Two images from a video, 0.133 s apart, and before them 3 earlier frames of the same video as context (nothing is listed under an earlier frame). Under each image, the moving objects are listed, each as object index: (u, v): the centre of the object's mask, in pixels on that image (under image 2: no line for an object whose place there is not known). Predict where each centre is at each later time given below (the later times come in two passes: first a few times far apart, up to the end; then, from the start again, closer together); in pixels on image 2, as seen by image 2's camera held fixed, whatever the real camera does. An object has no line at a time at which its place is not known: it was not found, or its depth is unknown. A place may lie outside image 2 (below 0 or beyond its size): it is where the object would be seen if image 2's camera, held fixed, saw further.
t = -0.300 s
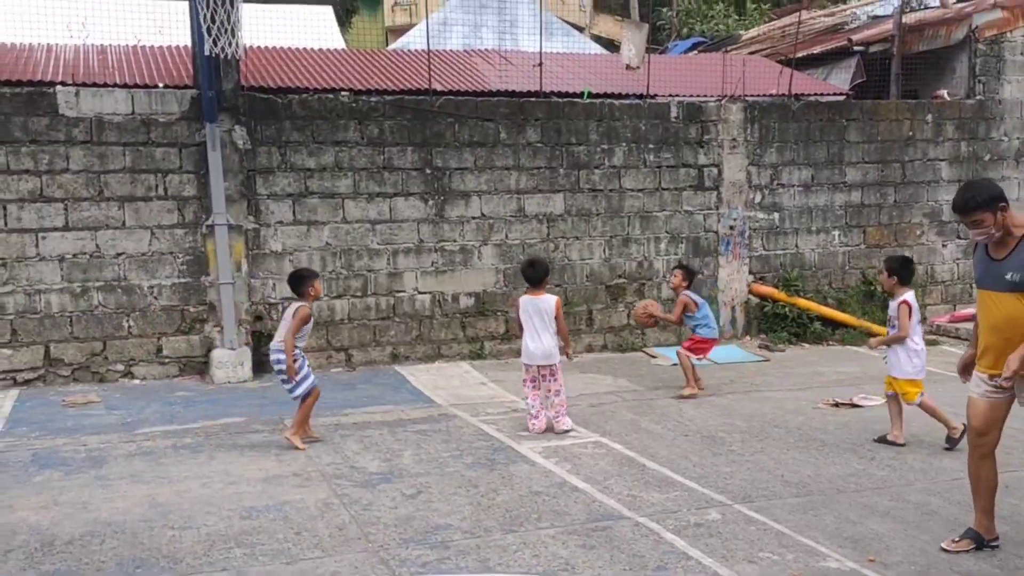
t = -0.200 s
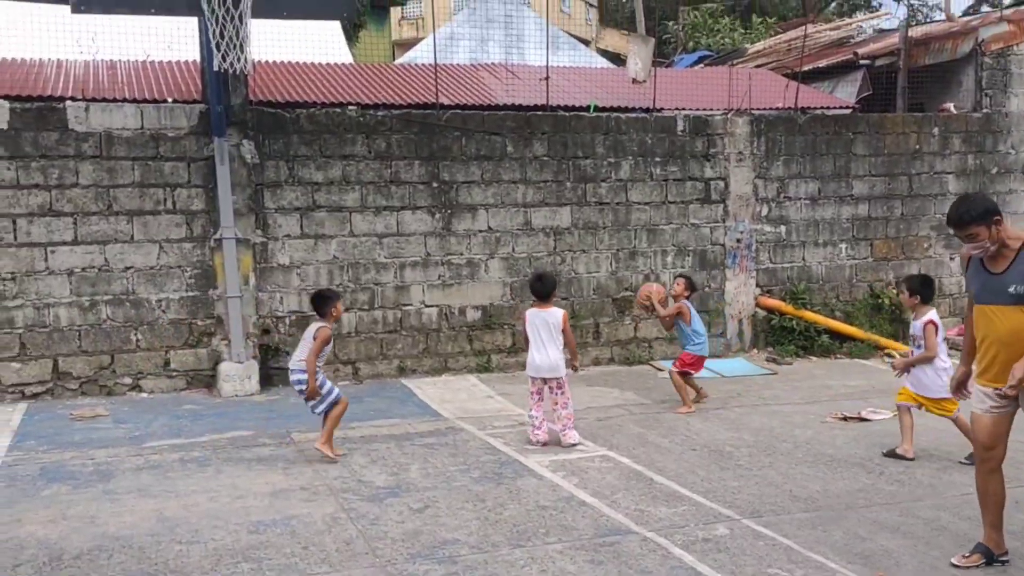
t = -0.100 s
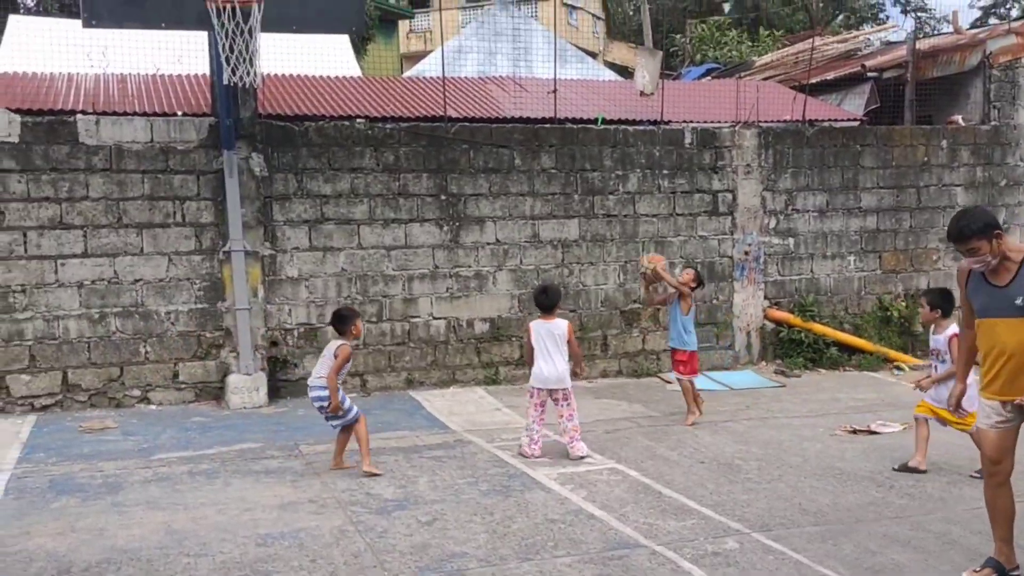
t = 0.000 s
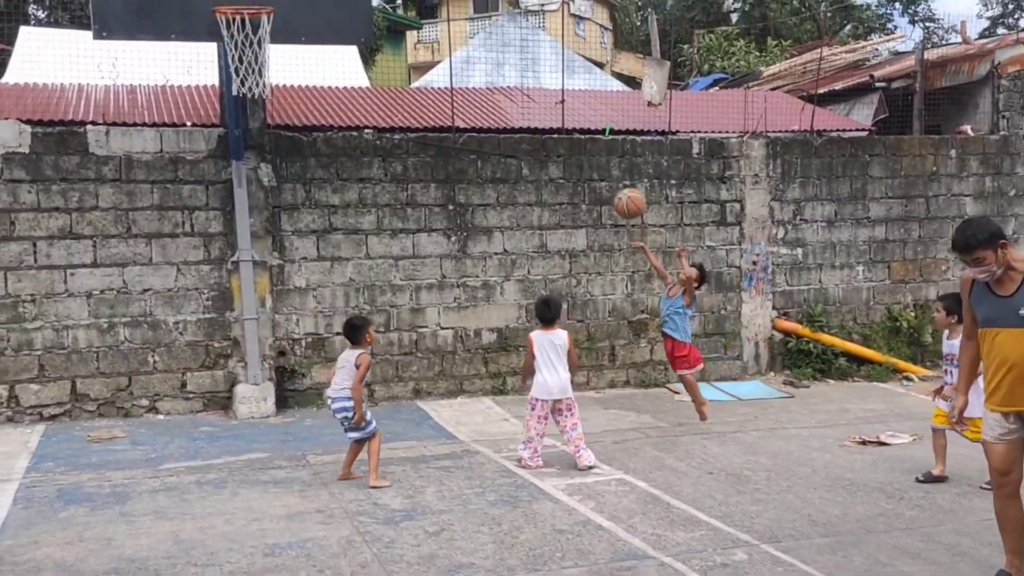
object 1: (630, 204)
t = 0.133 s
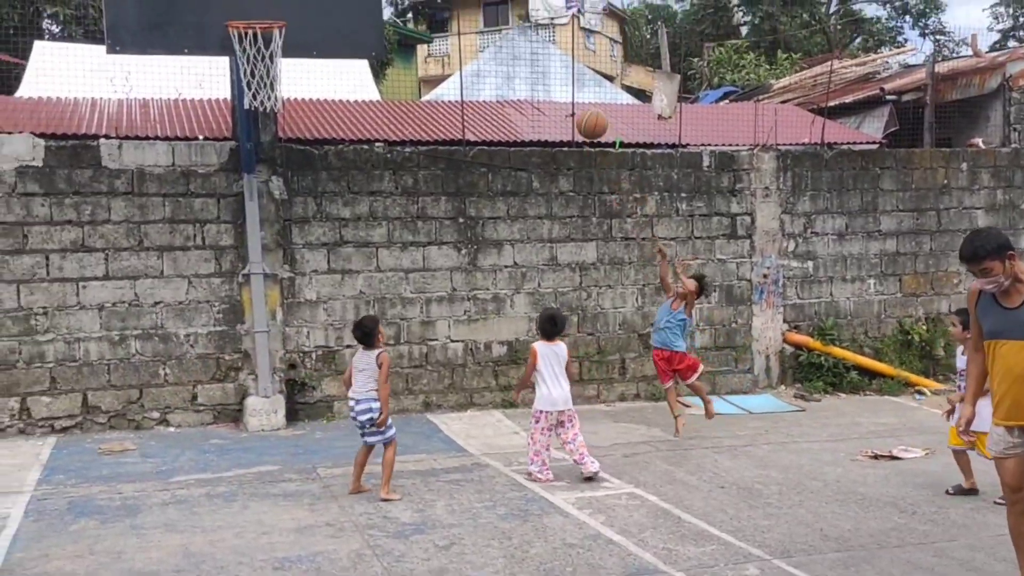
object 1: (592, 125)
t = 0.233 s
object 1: (555, 66)
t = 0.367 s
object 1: (504, 8)
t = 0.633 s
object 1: (394, -45)
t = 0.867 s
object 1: (290, -1)
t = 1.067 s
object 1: (199, 115)
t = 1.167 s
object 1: (150, 198)
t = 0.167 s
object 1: (580, 104)
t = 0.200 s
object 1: (568, 84)
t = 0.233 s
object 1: (555, 66)
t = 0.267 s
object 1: (543, 50)
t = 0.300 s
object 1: (530, 34)
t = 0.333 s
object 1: (517, 20)
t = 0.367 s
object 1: (504, 8)
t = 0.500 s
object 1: (451, -30)
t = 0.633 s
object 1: (394, -45)
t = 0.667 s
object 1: (380, -43)
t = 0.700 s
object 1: (365, -40)
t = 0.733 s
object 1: (351, -36)
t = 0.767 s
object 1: (336, -30)
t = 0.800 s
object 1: (321, -21)
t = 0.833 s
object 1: (305, -12)
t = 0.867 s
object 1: (290, -1)
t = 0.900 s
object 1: (274, 12)
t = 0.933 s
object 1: (259, 28)
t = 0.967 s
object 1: (243, 45)
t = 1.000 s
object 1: (227, 65)
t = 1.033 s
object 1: (213, 89)
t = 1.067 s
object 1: (199, 115)
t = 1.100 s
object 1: (182, 139)
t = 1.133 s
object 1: (167, 168)
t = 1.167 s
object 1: (150, 198)
